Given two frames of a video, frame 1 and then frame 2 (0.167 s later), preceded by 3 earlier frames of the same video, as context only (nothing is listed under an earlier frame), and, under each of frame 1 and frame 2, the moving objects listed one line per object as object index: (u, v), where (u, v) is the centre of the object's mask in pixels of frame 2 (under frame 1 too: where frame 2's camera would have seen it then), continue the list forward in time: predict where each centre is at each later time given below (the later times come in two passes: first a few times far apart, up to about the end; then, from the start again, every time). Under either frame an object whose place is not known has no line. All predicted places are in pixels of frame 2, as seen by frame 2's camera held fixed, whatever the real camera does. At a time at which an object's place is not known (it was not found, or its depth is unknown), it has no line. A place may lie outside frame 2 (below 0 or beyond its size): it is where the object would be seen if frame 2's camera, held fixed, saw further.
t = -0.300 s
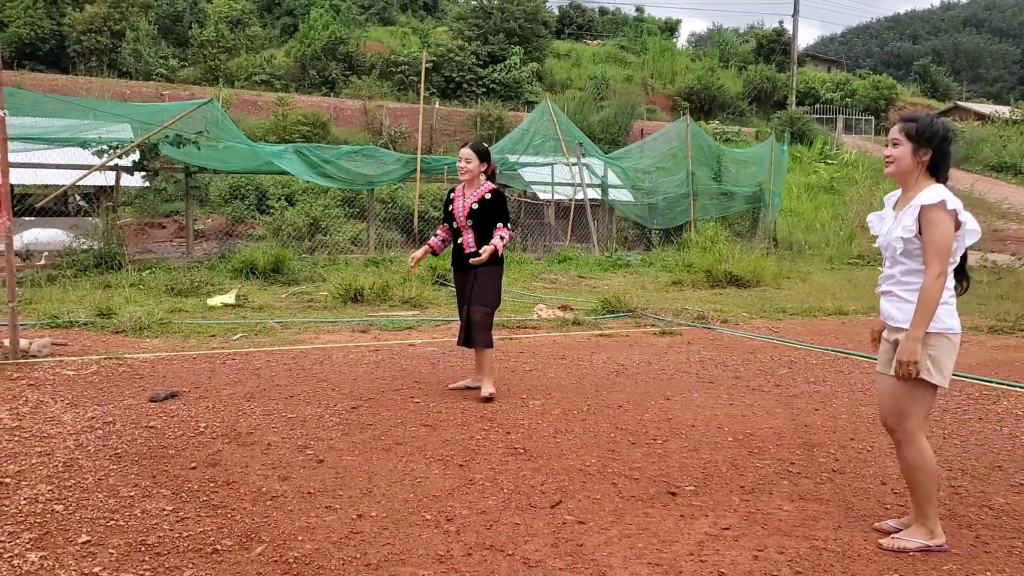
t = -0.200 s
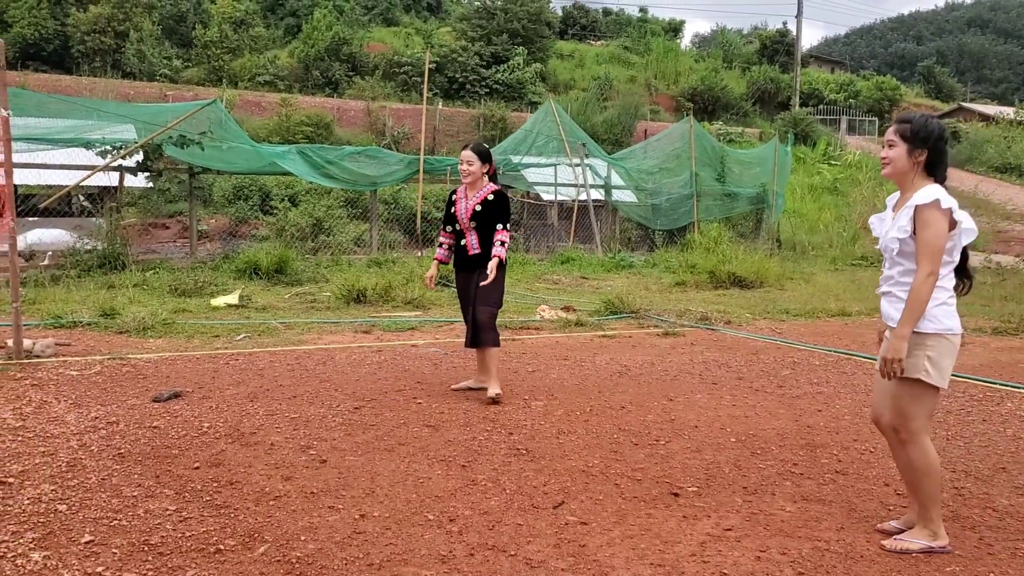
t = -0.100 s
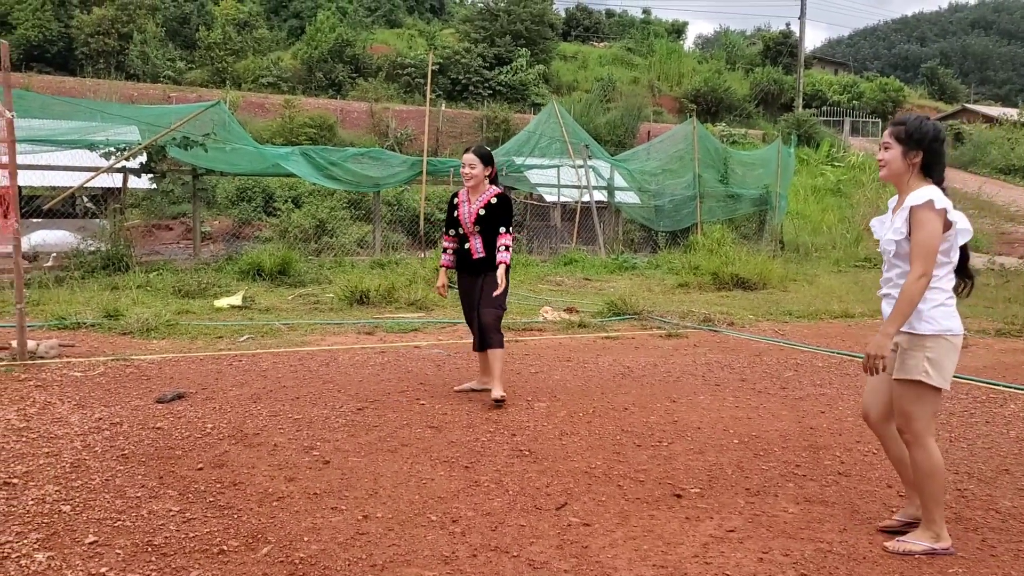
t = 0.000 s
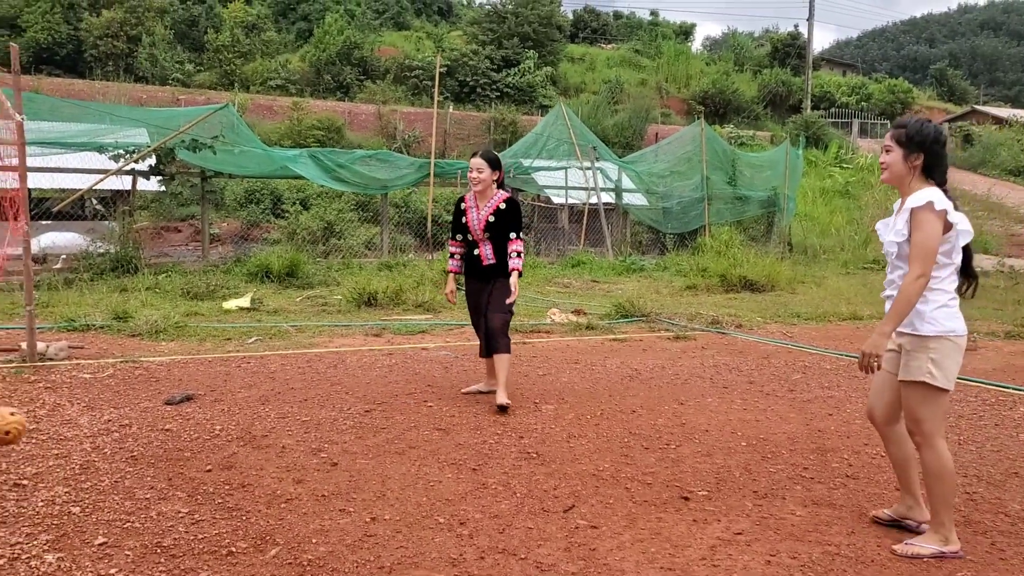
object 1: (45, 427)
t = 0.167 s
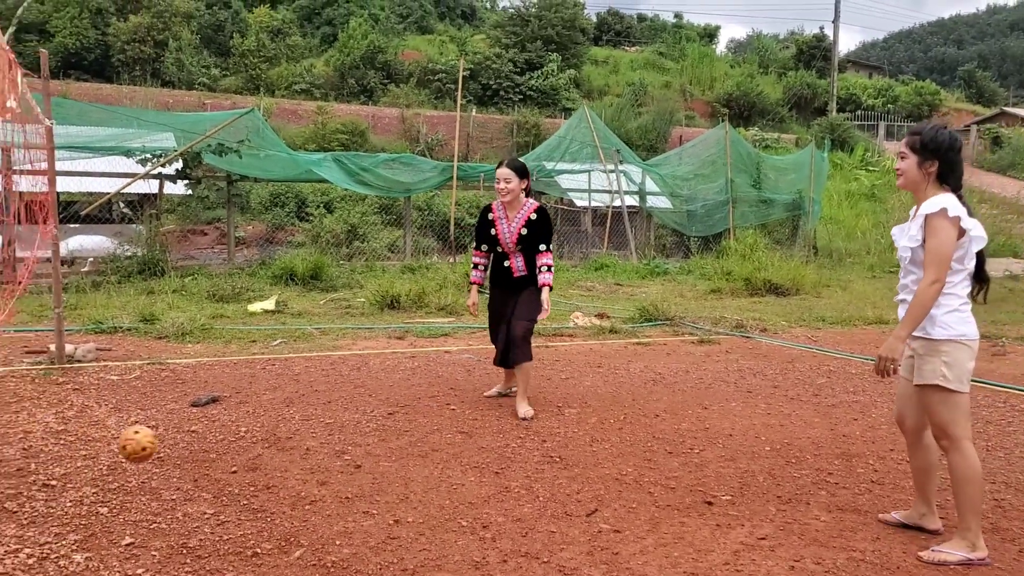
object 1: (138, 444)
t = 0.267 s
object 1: (194, 470)
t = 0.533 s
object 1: (336, 460)
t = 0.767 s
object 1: (444, 449)
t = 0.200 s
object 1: (156, 456)
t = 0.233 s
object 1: (176, 470)
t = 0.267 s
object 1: (194, 470)
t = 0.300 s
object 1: (213, 460)
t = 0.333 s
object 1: (231, 454)
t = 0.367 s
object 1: (250, 450)
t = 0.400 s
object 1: (267, 449)
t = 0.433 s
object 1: (284, 451)
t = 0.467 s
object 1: (302, 455)
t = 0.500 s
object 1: (319, 463)
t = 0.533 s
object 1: (336, 460)
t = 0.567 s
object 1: (352, 457)
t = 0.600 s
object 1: (368, 456)
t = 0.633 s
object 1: (384, 456)
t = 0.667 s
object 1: (400, 453)
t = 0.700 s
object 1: (415, 452)
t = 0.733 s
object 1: (430, 452)
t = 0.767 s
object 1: (444, 449)
